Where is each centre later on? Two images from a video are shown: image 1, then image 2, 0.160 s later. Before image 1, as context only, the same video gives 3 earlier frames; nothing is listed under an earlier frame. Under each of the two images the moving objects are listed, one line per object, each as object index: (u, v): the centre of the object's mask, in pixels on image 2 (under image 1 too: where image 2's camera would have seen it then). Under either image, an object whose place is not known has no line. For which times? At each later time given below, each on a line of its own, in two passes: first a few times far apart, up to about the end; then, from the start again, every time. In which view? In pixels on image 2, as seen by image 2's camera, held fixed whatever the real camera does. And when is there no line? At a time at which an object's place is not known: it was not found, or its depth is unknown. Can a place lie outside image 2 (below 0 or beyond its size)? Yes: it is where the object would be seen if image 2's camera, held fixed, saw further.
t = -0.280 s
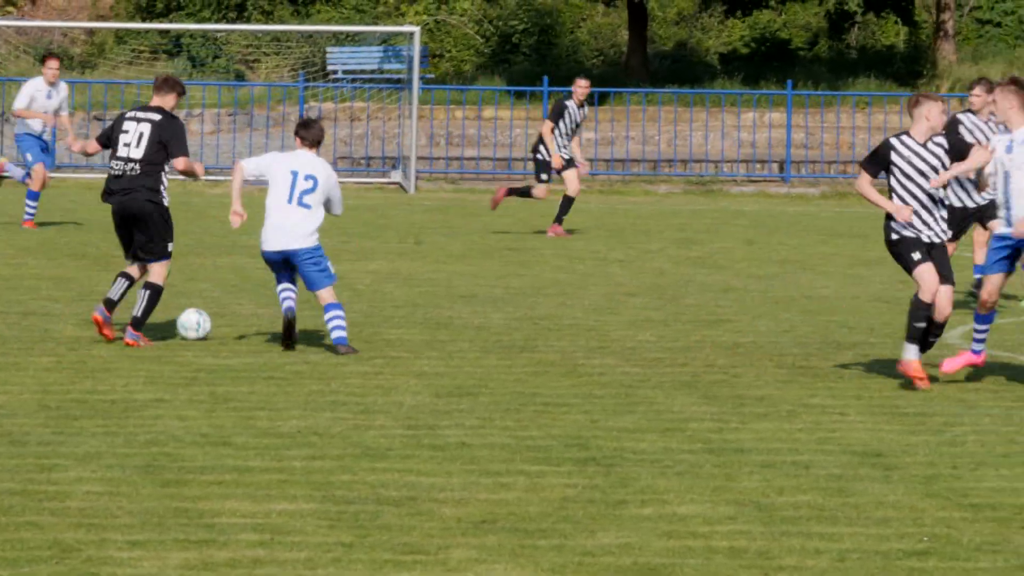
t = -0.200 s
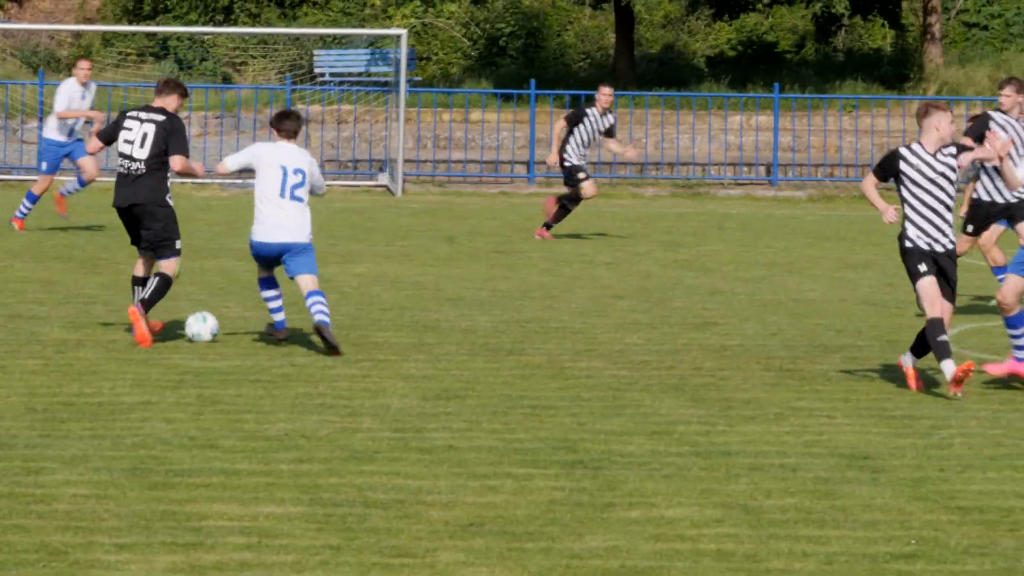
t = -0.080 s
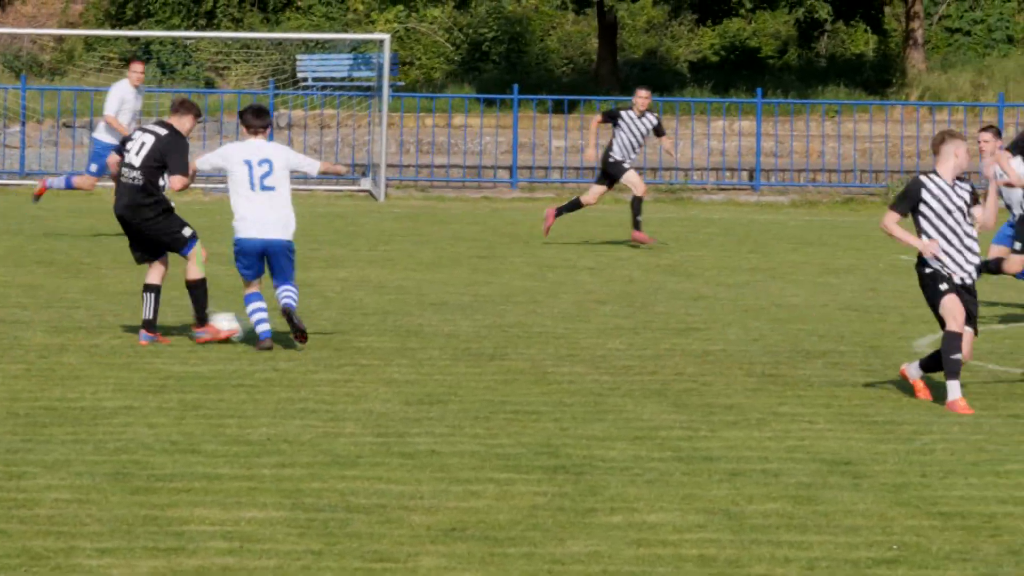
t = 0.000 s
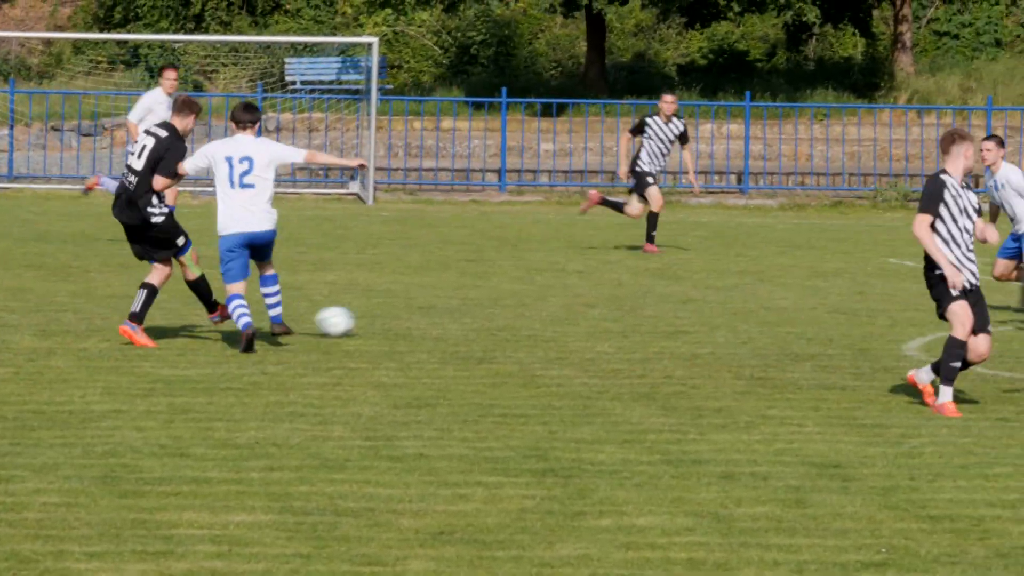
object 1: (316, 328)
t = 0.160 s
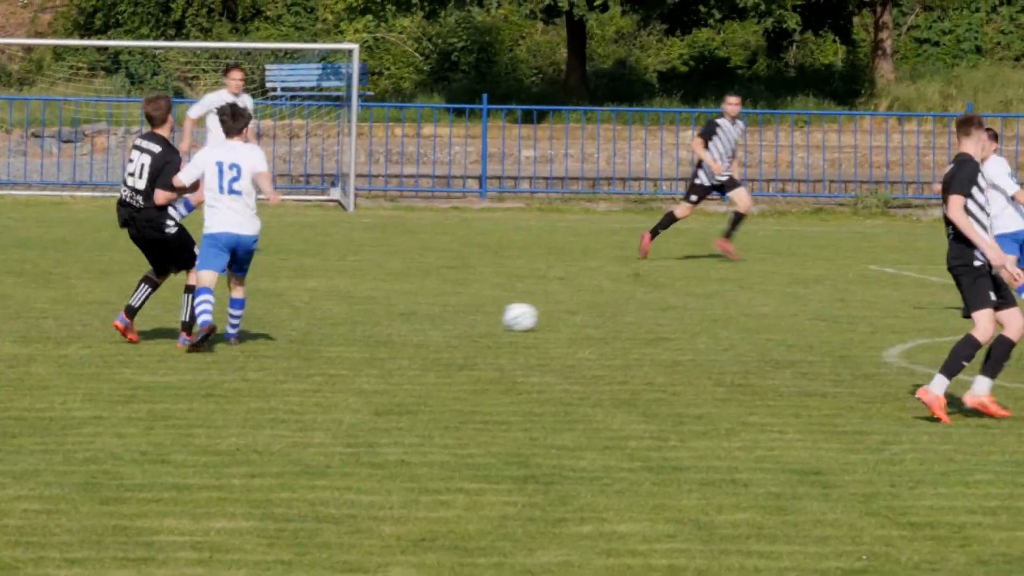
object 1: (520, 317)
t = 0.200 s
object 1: (563, 313)
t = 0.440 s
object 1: (777, 296)
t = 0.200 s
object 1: (563, 313)
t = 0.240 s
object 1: (604, 310)
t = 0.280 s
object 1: (644, 309)
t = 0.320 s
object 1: (681, 308)
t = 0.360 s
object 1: (714, 303)
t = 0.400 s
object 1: (746, 298)
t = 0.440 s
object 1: (777, 296)
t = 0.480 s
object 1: (808, 294)
